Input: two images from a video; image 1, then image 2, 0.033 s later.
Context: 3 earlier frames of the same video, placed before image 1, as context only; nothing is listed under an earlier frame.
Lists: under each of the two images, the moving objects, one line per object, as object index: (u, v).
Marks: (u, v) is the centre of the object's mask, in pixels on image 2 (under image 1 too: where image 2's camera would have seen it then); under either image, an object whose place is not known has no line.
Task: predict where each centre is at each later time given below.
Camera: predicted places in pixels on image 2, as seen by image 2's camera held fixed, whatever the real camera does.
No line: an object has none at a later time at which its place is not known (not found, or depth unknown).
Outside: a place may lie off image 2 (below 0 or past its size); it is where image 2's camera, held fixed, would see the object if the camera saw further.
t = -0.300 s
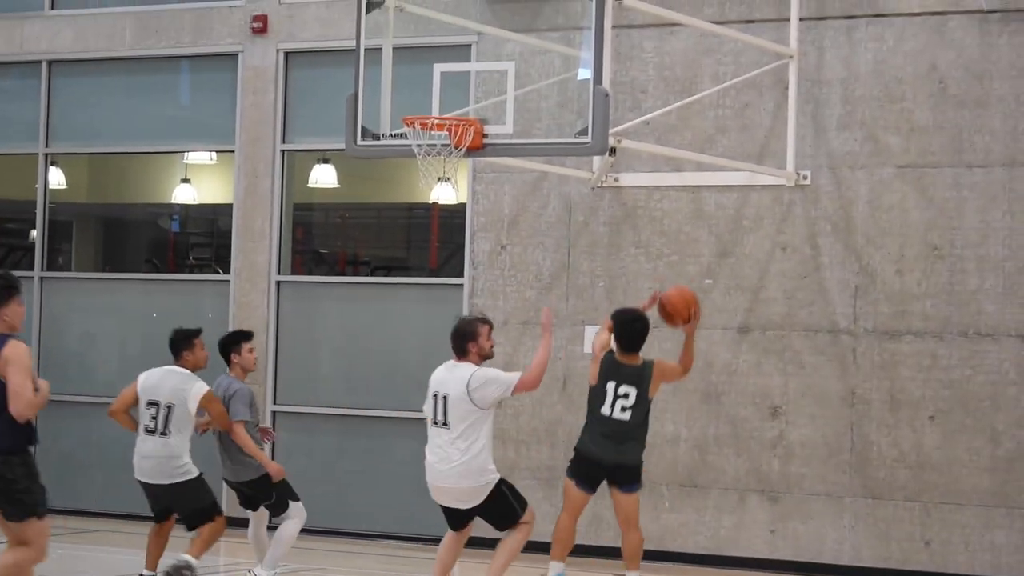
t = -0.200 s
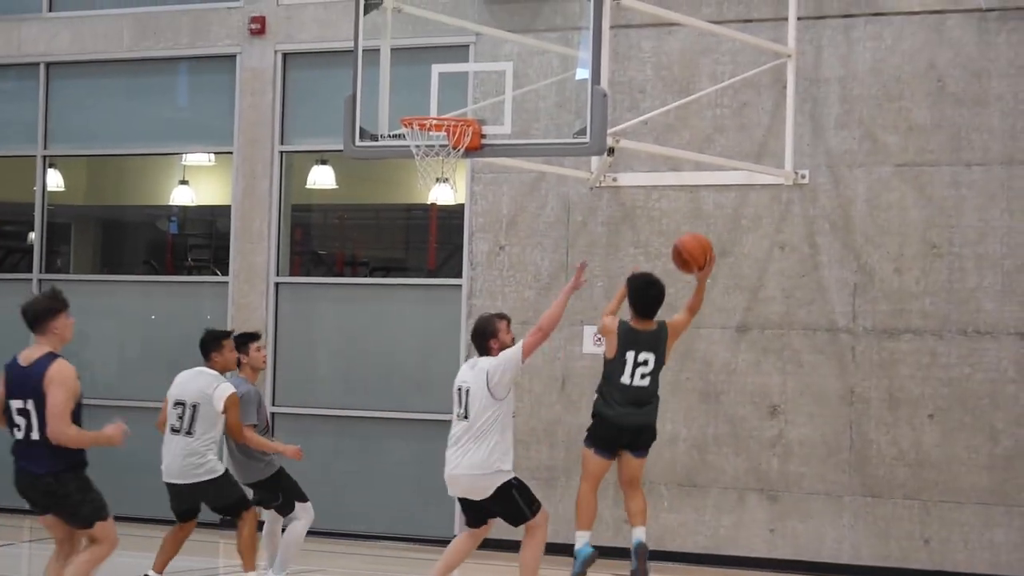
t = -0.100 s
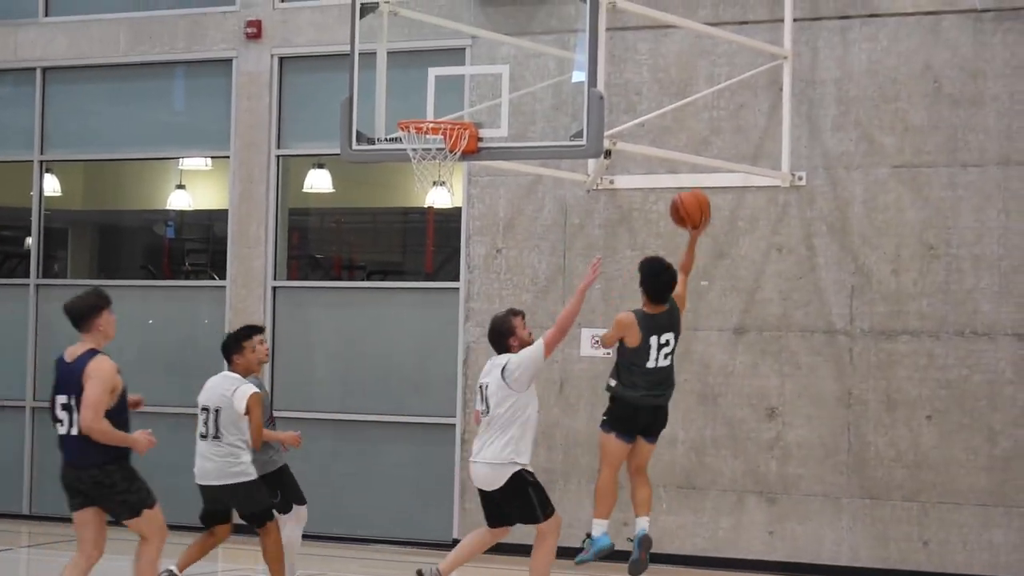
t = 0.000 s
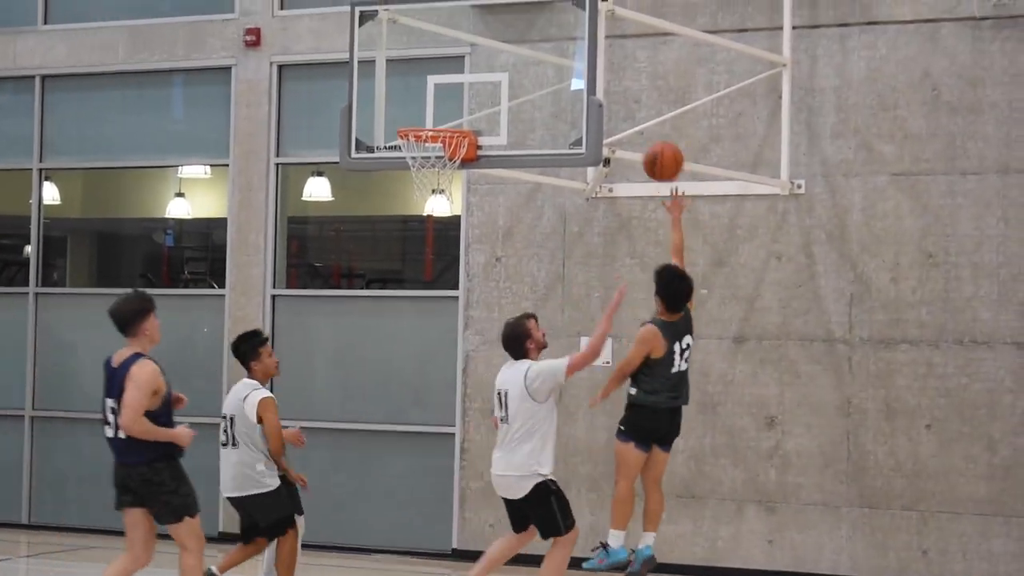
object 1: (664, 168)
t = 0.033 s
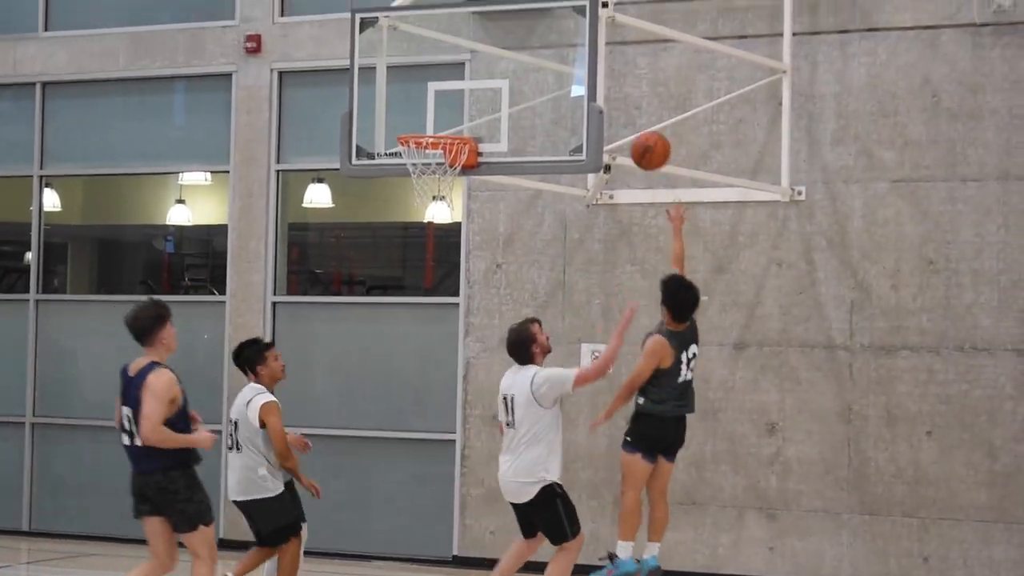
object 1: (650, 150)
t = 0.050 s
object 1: (644, 142)
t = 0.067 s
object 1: (638, 134)
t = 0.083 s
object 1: (631, 126)
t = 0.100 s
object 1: (624, 120)
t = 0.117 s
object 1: (618, 114)
